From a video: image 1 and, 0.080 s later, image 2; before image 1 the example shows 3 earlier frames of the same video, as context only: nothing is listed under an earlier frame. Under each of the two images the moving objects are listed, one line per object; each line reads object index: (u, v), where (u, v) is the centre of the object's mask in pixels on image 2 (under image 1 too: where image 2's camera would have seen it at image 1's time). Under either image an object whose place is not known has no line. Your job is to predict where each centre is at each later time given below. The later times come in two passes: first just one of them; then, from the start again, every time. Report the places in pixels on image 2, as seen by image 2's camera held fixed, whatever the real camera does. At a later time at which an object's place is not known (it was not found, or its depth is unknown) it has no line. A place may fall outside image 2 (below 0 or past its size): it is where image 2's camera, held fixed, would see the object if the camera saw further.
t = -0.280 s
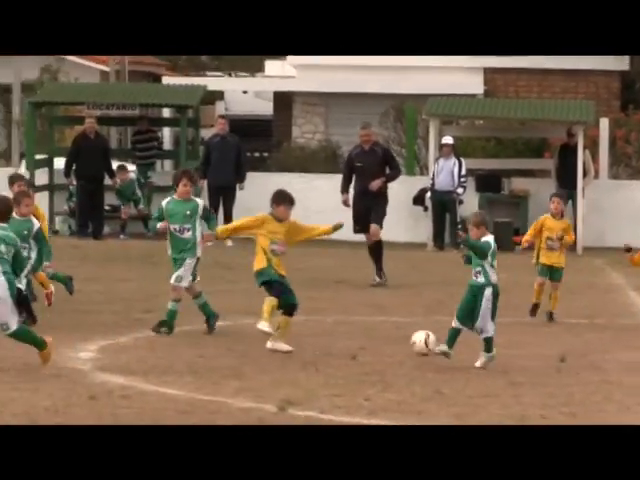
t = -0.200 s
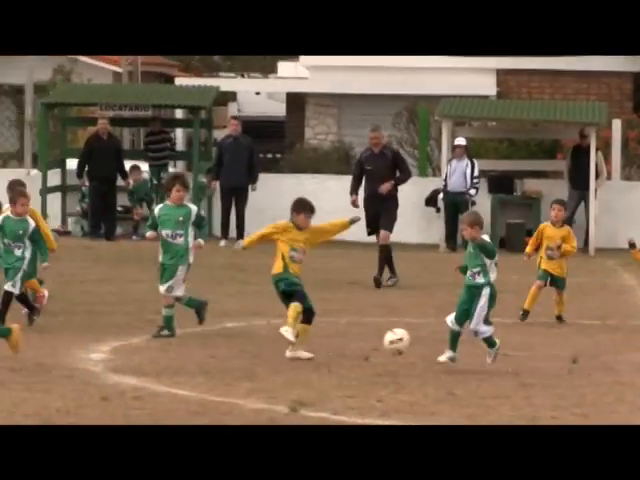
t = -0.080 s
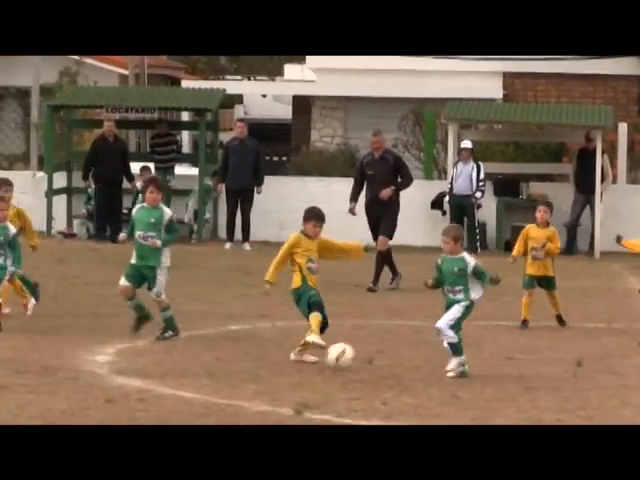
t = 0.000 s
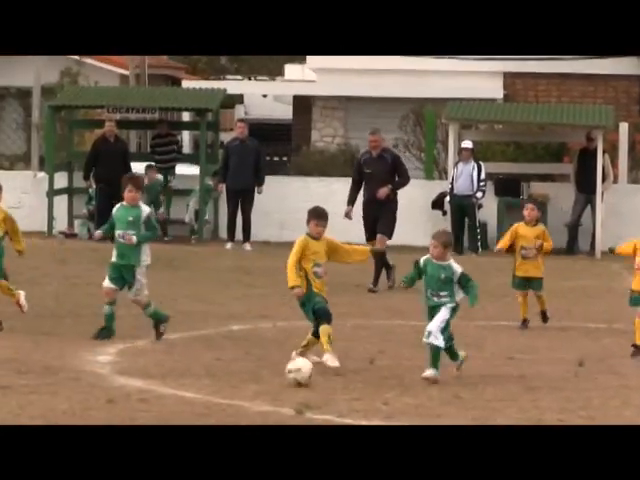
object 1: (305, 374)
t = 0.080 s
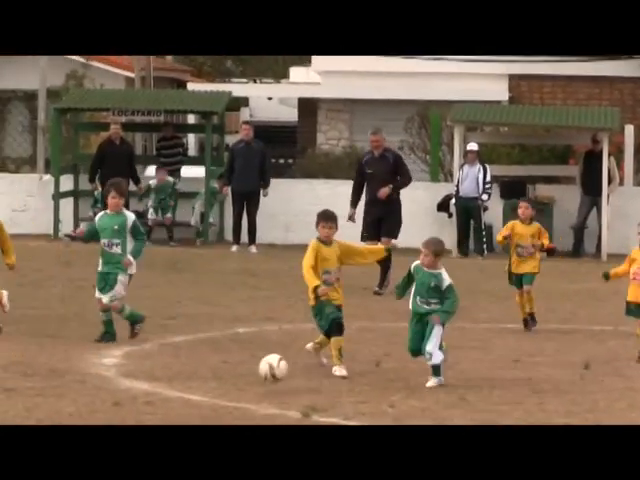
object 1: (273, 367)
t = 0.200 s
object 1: (221, 380)
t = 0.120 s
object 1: (256, 369)
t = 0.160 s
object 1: (239, 373)
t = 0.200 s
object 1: (221, 380)
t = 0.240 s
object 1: (205, 384)
